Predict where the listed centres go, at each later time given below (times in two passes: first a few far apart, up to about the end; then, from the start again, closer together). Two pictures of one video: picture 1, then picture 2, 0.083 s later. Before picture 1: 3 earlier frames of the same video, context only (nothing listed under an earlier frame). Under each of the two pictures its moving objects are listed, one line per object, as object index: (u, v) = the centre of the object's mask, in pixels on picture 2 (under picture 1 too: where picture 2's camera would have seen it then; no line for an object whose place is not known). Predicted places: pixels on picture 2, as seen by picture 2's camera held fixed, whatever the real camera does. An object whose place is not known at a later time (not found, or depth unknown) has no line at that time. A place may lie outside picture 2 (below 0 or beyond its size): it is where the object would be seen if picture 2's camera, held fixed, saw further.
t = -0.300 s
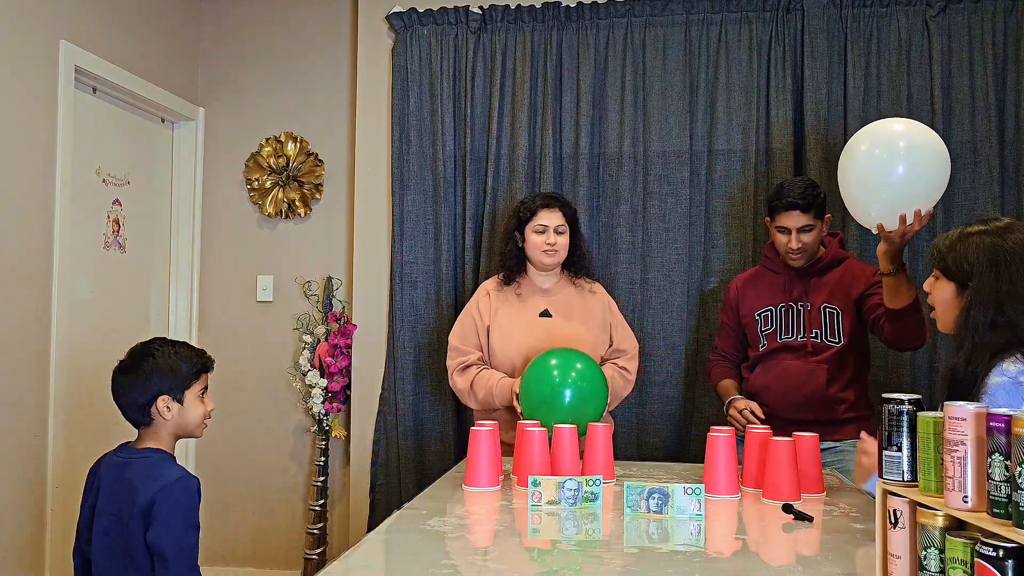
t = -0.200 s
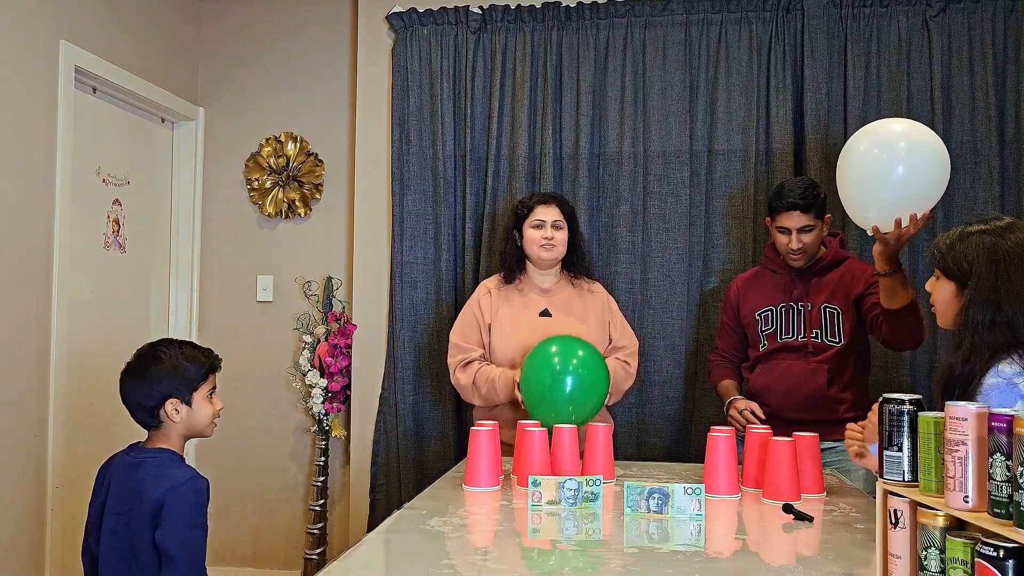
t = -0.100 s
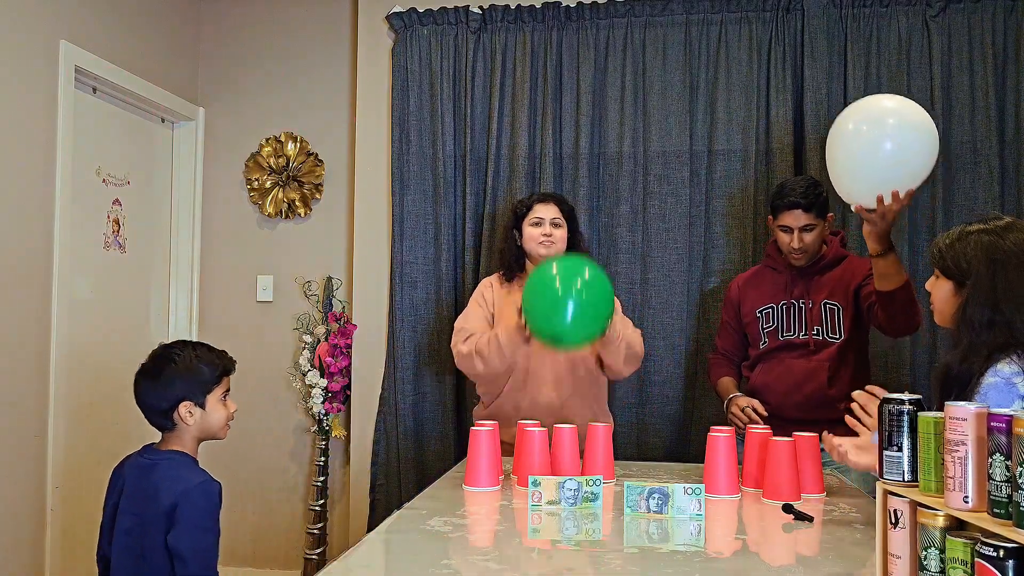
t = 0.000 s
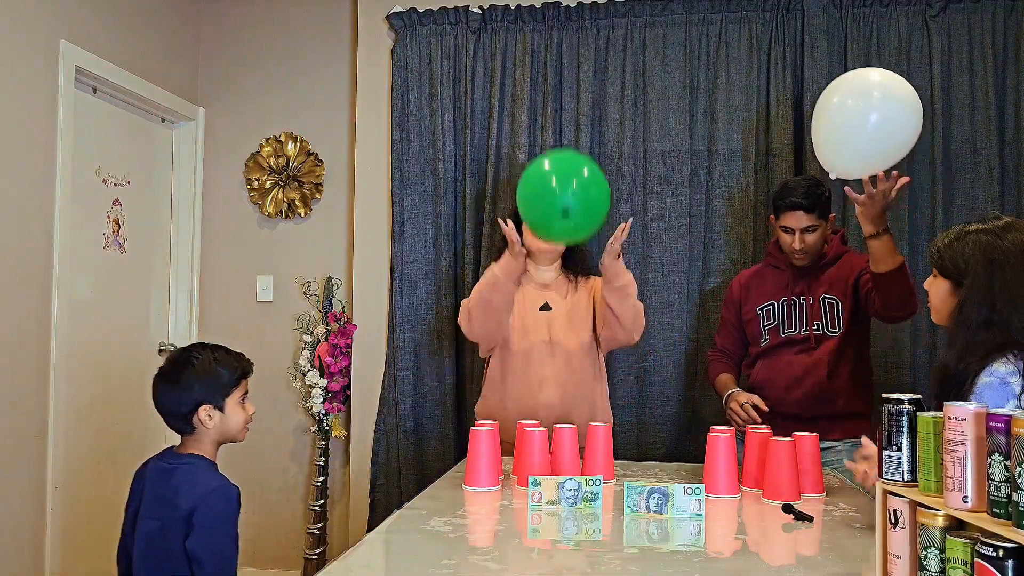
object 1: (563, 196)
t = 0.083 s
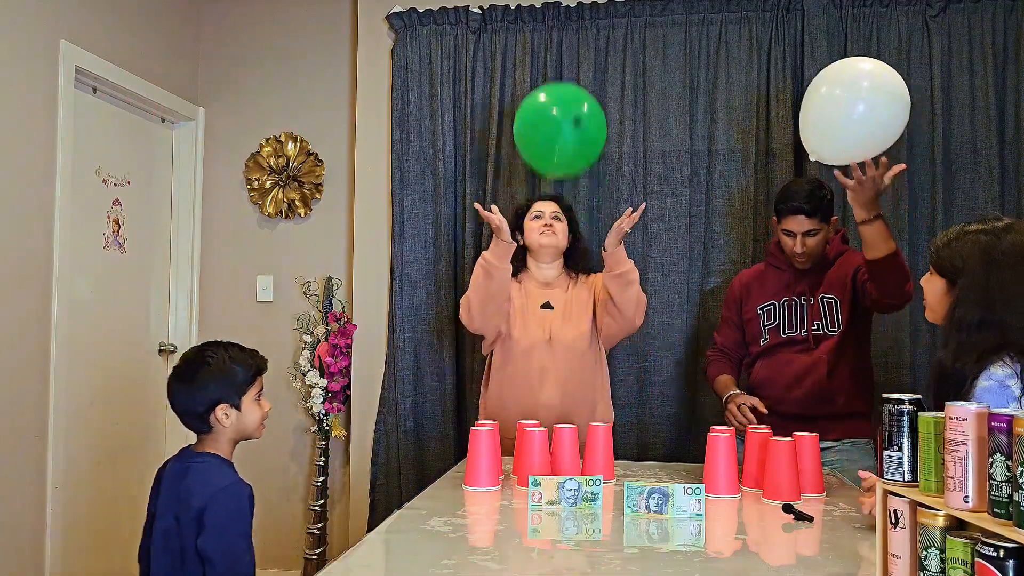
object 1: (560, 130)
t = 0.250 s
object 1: (557, 42)
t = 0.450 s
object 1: (551, 24)
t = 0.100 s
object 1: (560, 118)
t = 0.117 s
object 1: (559, 107)
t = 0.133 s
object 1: (559, 97)
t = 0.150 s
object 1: (559, 87)
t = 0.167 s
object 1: (559, 78)
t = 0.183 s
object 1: (558, 69)
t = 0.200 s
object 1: (558, 61)
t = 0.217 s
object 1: (558, 53)
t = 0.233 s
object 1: (558, 47)
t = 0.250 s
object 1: (557, 42)
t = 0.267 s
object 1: (556, 39)
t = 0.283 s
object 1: (556, 36)
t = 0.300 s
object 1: (555, 33)
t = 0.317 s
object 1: (554, 31)
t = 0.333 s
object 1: (554, 30)
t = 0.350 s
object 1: (553, 28)
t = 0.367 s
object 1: (553, 27)
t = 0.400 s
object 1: (552, 25)
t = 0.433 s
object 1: (551, 24)
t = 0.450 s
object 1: (551, 24)
